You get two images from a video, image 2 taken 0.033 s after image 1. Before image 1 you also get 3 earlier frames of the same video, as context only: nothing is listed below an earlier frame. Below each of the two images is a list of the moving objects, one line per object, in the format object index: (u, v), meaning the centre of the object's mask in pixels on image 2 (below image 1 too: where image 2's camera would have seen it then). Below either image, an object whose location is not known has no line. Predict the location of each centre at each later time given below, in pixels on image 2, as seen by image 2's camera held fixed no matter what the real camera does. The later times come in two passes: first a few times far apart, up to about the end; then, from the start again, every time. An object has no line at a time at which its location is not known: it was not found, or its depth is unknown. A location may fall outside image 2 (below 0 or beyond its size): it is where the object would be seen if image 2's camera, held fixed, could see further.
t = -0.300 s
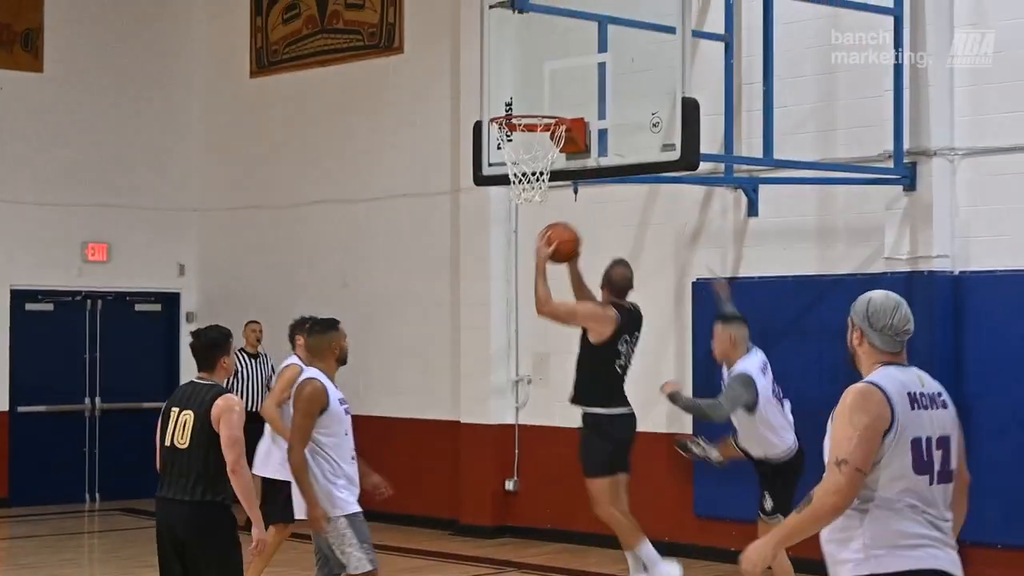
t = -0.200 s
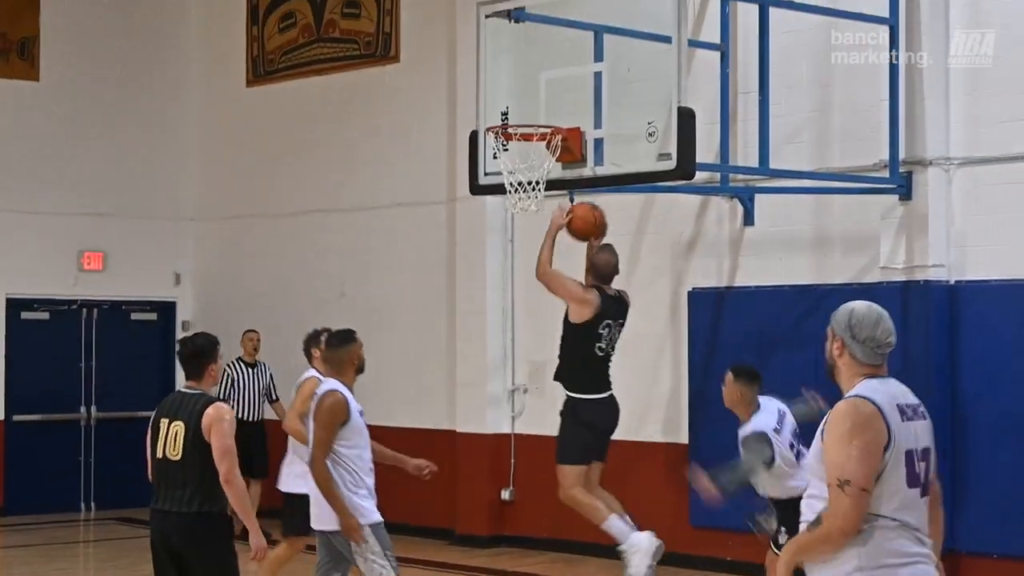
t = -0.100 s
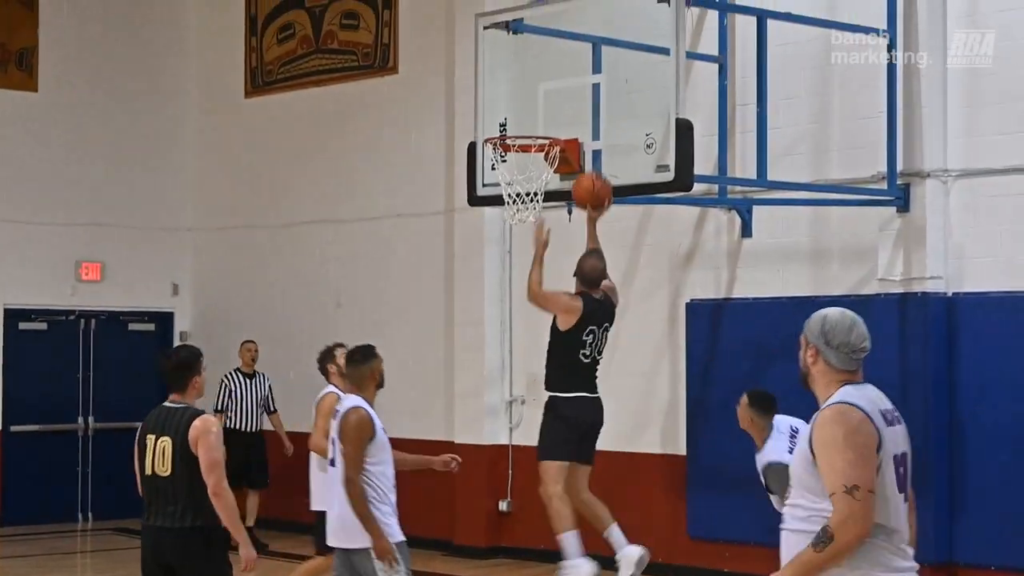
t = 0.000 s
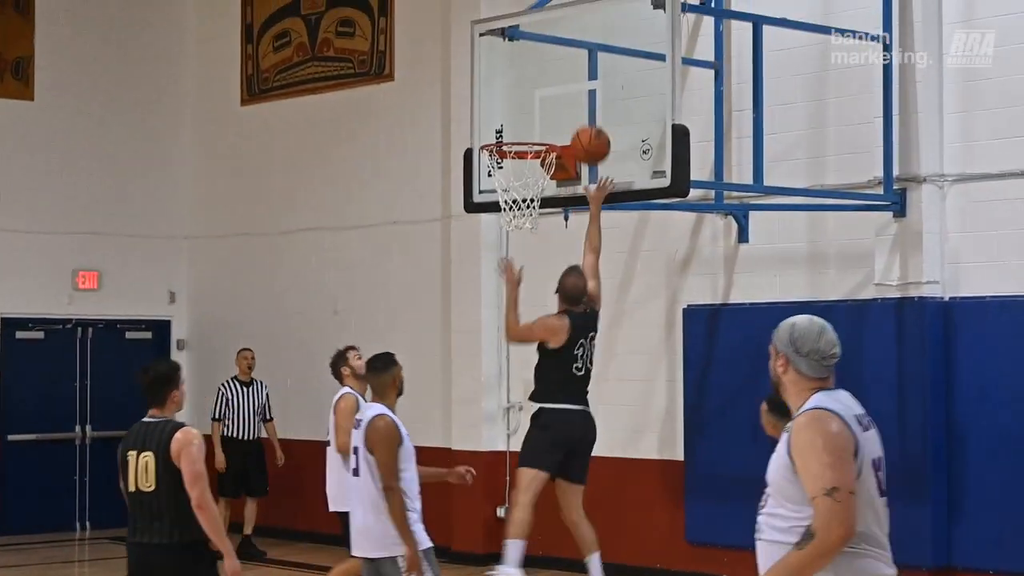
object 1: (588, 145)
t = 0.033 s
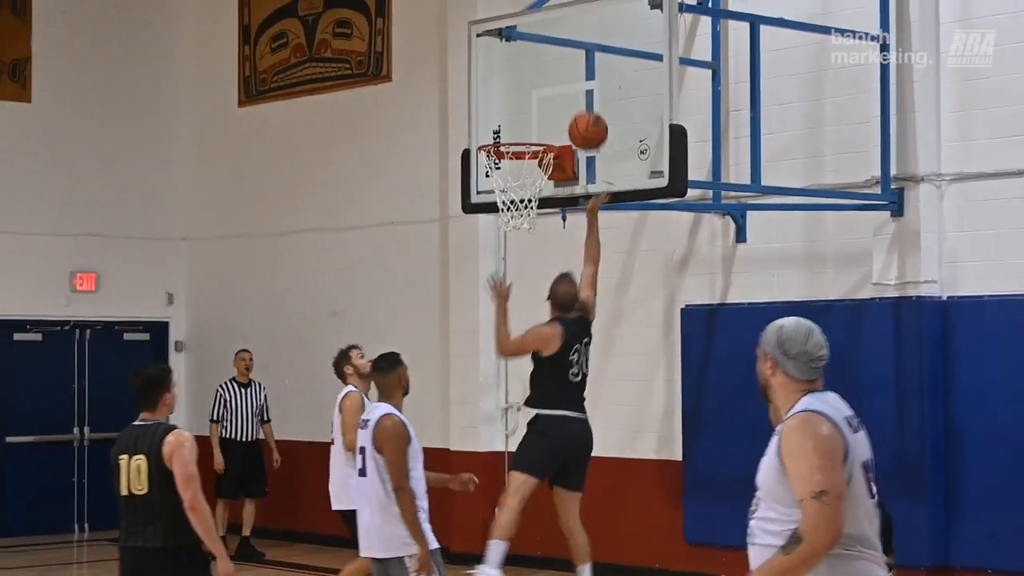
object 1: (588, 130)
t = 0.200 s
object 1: (564, 97)
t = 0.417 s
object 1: (515, 125)
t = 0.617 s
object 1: (525, 200)
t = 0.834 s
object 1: (544, 298)
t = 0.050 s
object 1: (588, 124)
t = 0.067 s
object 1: (588, 119)
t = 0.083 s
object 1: (588, 113)
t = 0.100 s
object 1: (588, 109)
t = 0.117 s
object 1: (584, 106)
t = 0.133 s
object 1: (580, 103)
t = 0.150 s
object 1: (577, 101)
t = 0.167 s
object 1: (572, 99)
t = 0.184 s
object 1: (568, 97)
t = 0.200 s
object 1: (564, 97)
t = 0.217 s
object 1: (561, 96)
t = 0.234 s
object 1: (557, 96)
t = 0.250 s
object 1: (553, 97)
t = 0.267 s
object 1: (549, 98)
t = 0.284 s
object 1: (545, 99)
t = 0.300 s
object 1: (541, 101)
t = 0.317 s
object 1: (537, 103)
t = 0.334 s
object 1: (534, 106)
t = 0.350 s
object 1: (530, 109)
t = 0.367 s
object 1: (526, 112)
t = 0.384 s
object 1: (522, 116)
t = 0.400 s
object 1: (519, 121)
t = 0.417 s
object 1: (515, 125)
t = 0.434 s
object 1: (511, 129)
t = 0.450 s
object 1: (506, 132)
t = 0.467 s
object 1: (504, 135)
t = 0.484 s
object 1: (507, 147)
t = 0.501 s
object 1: (509, 153)
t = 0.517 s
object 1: (511, 159)
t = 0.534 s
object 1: (513, 164)
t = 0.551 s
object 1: (516, 170)
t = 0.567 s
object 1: (520, 178)
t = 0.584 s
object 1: (521, 187)
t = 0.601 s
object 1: (523, 193)
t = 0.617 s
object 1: (525, 200)
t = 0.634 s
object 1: (527, 204)
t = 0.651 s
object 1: (529, 211)
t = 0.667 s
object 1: (532, 218)
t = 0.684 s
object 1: (532, 225)
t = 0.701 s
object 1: (533, 229)
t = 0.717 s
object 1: (534, 236)
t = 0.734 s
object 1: (536, 244)
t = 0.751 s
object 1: (537, 252)
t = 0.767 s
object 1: (539, 260)
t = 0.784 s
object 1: (540, 269)
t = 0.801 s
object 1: (541, 278)
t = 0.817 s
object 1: (542, 288)
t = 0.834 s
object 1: (544, 298)
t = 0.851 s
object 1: (545, 308)
